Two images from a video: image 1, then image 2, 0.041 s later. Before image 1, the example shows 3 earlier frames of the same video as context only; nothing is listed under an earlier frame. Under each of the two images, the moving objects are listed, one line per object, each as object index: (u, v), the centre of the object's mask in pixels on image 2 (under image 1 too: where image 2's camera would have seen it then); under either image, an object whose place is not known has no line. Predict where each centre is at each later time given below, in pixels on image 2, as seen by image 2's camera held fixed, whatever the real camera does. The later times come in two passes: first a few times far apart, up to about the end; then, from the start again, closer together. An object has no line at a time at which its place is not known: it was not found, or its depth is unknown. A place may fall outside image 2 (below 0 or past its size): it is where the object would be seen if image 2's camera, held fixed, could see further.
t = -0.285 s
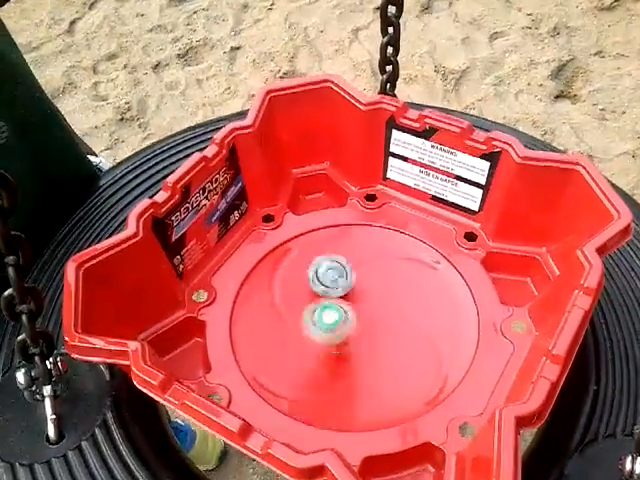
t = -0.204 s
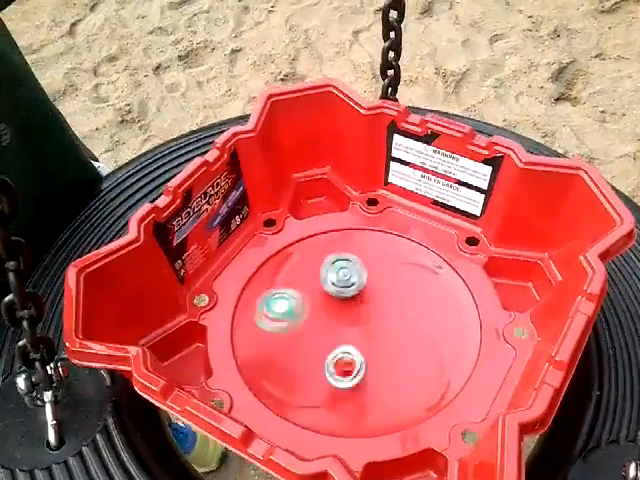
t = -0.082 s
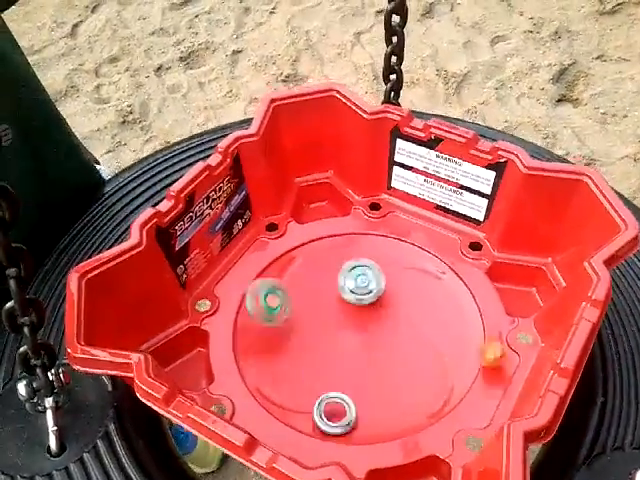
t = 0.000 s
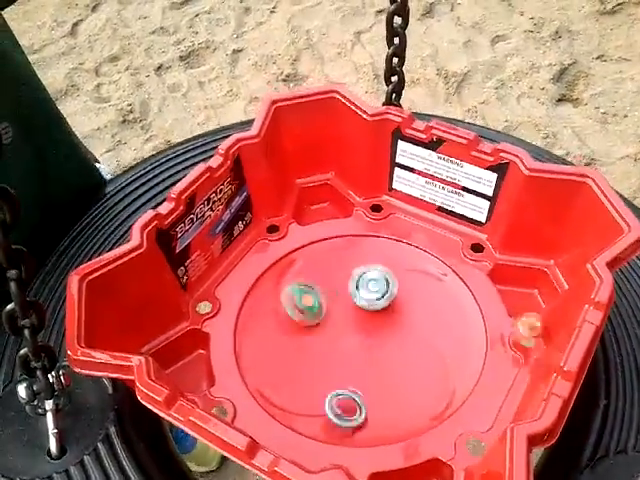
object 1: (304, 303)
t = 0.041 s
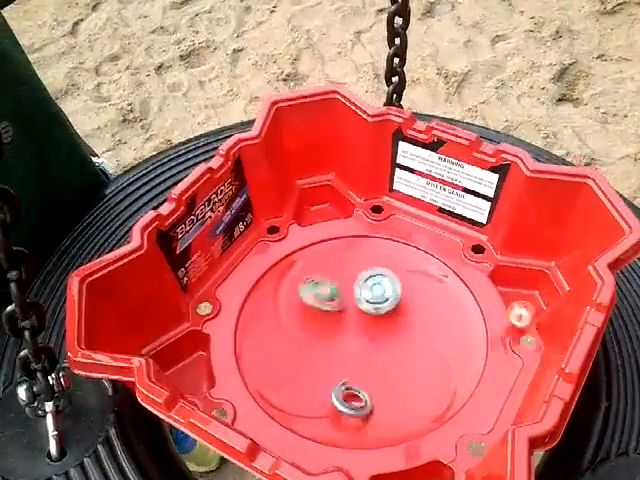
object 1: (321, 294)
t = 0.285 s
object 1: (330, 276)
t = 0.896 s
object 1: (394, 297)
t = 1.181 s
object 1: (394, 299)
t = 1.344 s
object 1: (394, 299)
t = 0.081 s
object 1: (336, 289)
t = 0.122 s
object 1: (337, 275)
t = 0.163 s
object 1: (330, 260)
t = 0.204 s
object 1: (326, 262)
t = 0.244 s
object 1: (325, 271)
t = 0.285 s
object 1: (330, 276)
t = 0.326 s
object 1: (344, 266)
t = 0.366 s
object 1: (360, 266)
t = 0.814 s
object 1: (395, 296)
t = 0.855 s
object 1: (394, 297)
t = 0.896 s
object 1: (394, 297)
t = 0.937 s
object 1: (394, 298)
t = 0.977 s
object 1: (394, 298)
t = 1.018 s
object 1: (394, 298)
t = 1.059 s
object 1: (394, 298)
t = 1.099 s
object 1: (394, 298)
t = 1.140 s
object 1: (394, 299)
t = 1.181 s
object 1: (394, 299)
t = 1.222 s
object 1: (394, 299)
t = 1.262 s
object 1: (394, 299)
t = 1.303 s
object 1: (394, 299)
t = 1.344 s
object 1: (394, 299)
